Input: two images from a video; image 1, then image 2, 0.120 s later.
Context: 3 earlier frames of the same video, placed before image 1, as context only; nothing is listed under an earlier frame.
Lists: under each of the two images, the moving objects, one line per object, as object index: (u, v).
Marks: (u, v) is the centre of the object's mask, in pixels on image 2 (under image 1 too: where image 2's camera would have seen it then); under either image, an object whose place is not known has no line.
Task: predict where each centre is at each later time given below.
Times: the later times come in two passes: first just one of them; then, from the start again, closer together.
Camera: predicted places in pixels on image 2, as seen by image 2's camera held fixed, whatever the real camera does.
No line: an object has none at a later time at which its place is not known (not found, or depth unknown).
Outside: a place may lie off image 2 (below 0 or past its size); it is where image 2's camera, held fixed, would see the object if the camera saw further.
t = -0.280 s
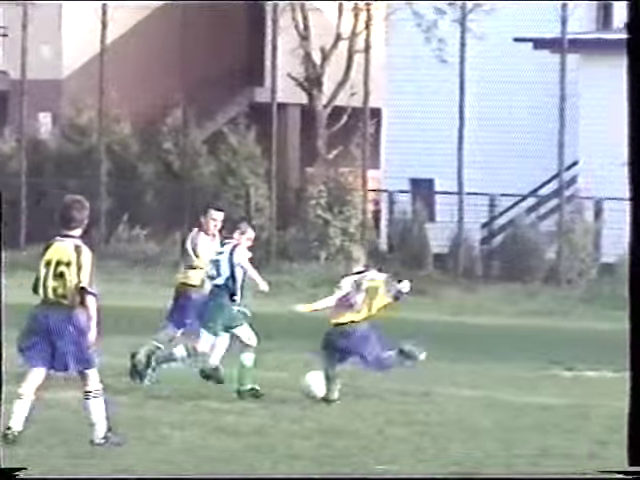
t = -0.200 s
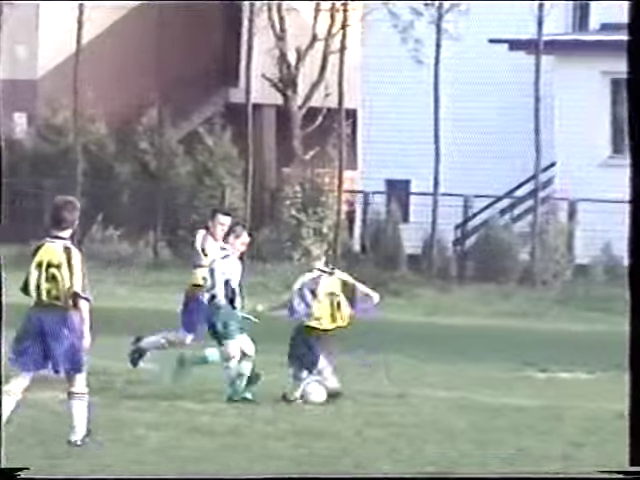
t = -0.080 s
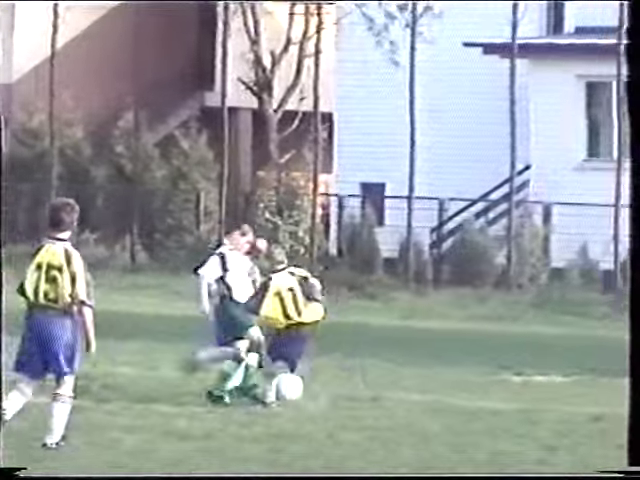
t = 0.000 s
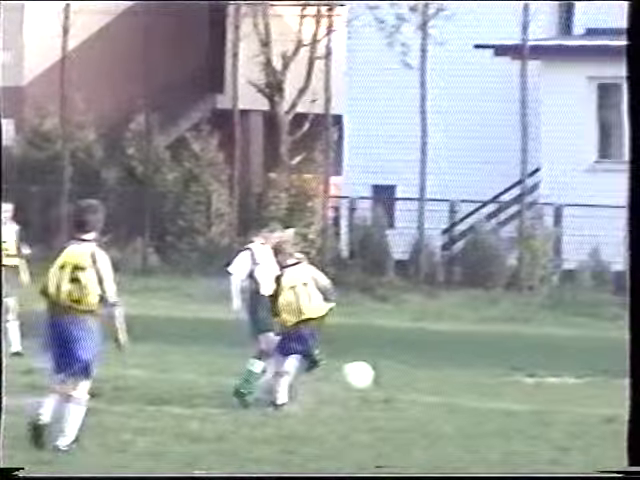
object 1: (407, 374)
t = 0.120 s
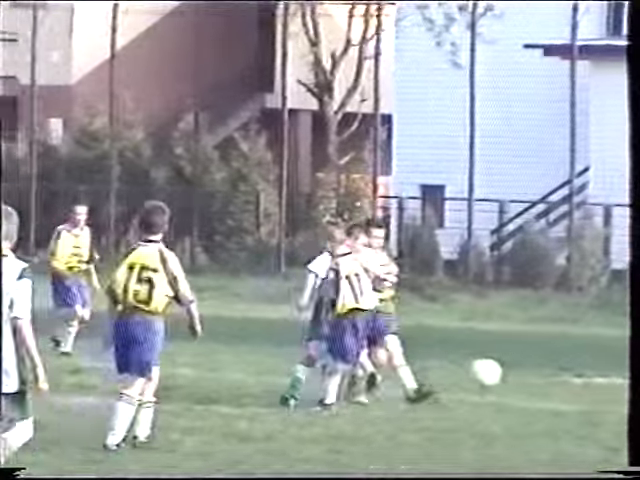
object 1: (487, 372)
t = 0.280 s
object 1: (592, 397)
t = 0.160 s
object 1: (515, 375)
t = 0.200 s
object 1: (542, 381)
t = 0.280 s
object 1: (592, 397)
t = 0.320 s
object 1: (618, 396)
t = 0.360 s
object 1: (644, 390)
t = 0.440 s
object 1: (697, 384)
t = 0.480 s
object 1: (723, 385)
